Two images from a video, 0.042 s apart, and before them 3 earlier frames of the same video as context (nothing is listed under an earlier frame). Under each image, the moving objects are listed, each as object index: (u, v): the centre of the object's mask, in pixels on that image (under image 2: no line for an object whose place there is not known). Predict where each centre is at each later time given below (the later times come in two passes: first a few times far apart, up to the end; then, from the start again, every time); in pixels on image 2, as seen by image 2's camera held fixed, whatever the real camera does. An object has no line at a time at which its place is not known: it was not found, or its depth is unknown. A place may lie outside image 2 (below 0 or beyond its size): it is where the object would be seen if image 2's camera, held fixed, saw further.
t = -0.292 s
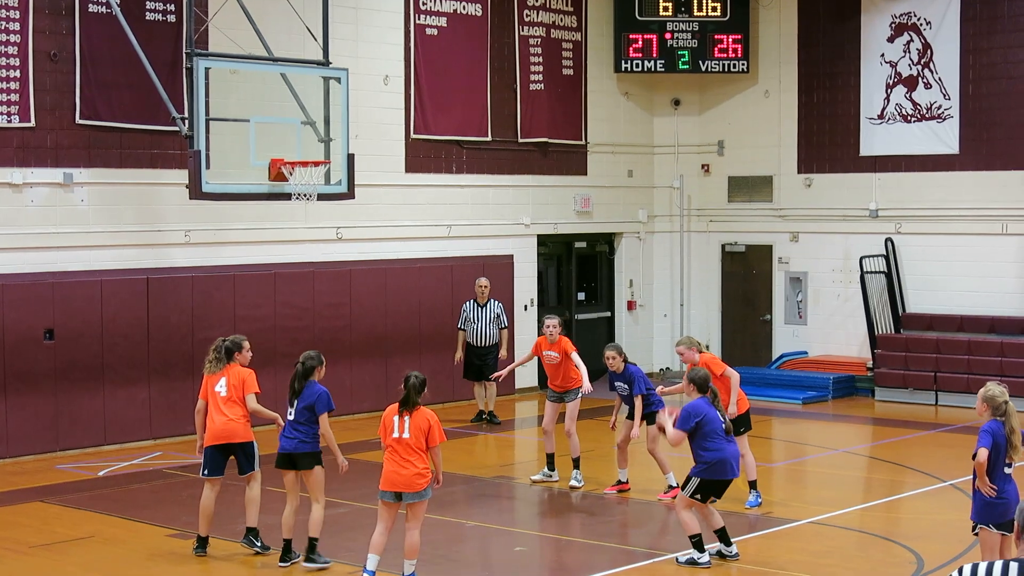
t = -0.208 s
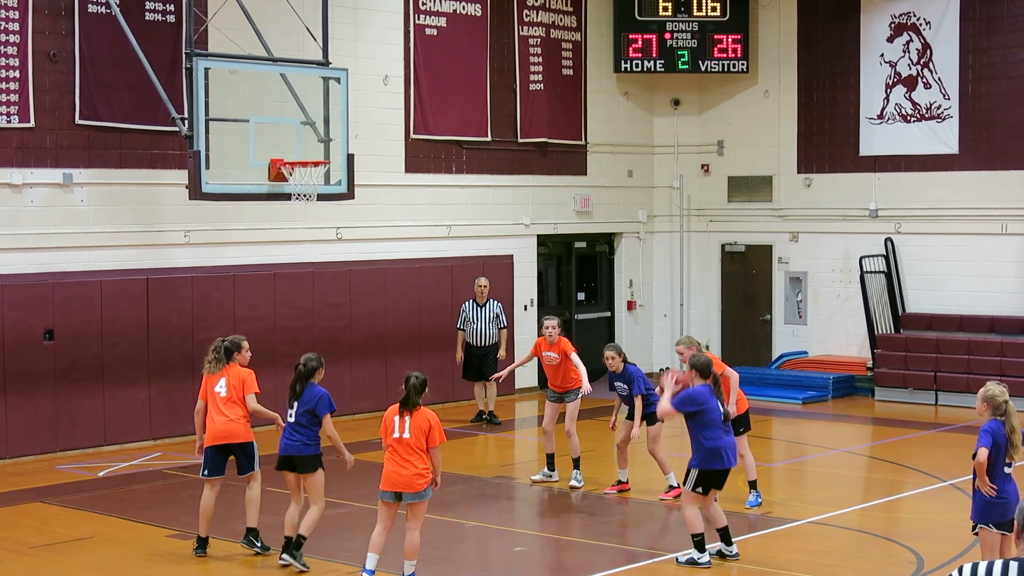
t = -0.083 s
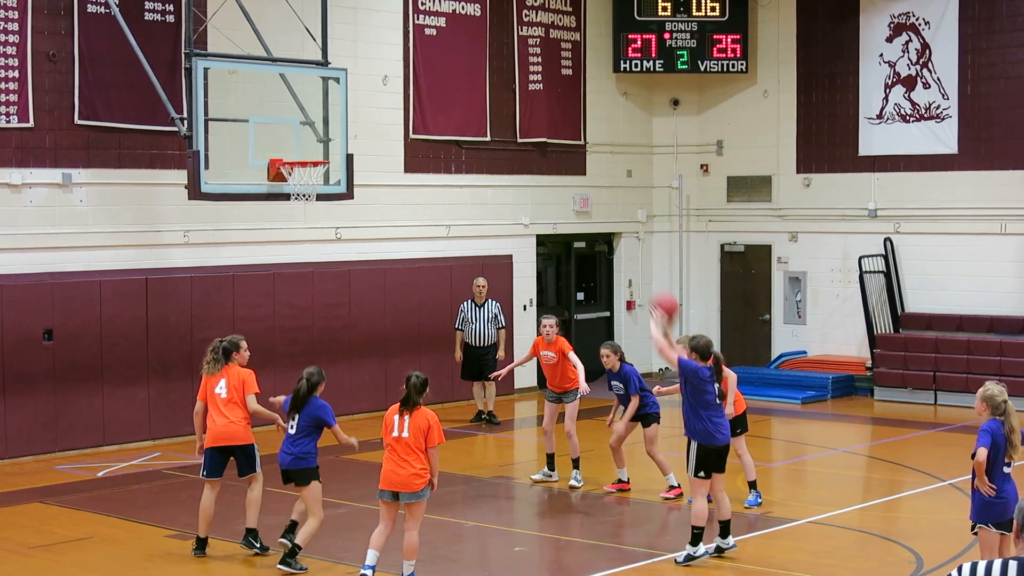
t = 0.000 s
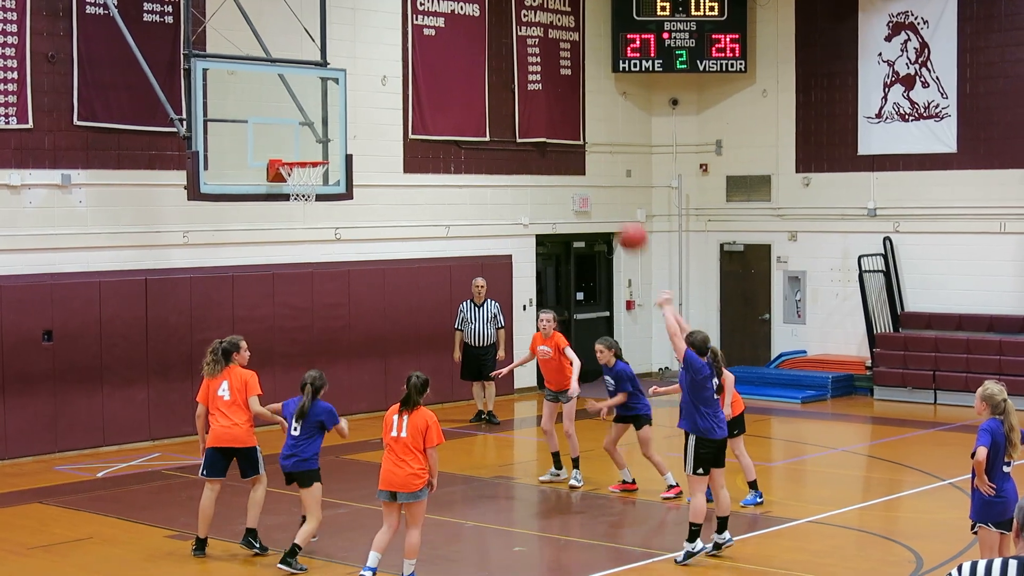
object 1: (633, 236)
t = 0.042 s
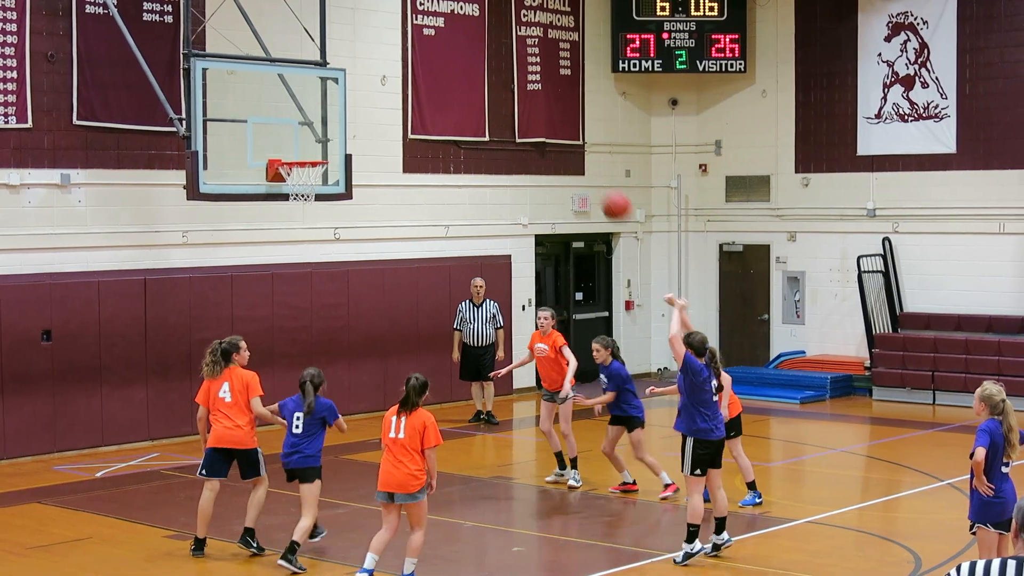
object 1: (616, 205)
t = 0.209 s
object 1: (557, 105)
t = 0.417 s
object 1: (487, 32)
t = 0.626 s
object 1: (423, 13)
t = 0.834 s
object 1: (364, 44)
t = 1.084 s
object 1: (299, 139)
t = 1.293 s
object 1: (324, 105)
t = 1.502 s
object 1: (357, 86)
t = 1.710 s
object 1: (389, 112)
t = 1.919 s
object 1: (420, 181)
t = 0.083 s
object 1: (601, 177)
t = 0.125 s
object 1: (586, 150)
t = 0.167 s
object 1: (570, 126)
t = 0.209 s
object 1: (557, 105)
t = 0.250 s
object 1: (543, 86)
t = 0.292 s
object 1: (529, 69)
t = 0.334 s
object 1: (514, 54)
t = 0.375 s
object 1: (500, 42)
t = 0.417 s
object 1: (487, 32)
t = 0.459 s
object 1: (474, 25)
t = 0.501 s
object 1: (461, 19)
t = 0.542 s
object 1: (448, 15)
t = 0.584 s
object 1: (436, 13)
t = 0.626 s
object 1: (423, 13)
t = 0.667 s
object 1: (410, 16)
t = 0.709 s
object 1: (398, 20)
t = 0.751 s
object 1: (386, 26)
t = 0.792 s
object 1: (375, 34)
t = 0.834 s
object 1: (364, 44)
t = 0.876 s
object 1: (352, 56)
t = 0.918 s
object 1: (341, 69)
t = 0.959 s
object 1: (330, 84)
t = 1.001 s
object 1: (320, 100)
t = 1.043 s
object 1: (309, 119)
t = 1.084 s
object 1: (299, 139)
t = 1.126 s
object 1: (298, 151)
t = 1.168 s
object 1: (305, 137)
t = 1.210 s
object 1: (311, 125)
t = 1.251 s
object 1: (318, 114)
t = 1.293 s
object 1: (324, 105)
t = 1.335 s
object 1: (331, 97)
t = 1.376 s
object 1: (337, 92)
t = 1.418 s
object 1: (344, 88)
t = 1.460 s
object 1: (350, 86)
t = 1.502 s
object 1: (357, 86)
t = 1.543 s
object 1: (363, 88)
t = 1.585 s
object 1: (370, 91)
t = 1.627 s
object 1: (376, 97)
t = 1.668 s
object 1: (383, 104)
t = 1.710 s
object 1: (389, 112)
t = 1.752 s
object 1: (396, 123)
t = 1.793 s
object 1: (402, 135)
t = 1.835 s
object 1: (408, 149)
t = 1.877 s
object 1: (414, 164)
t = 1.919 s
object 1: (420, 181)
